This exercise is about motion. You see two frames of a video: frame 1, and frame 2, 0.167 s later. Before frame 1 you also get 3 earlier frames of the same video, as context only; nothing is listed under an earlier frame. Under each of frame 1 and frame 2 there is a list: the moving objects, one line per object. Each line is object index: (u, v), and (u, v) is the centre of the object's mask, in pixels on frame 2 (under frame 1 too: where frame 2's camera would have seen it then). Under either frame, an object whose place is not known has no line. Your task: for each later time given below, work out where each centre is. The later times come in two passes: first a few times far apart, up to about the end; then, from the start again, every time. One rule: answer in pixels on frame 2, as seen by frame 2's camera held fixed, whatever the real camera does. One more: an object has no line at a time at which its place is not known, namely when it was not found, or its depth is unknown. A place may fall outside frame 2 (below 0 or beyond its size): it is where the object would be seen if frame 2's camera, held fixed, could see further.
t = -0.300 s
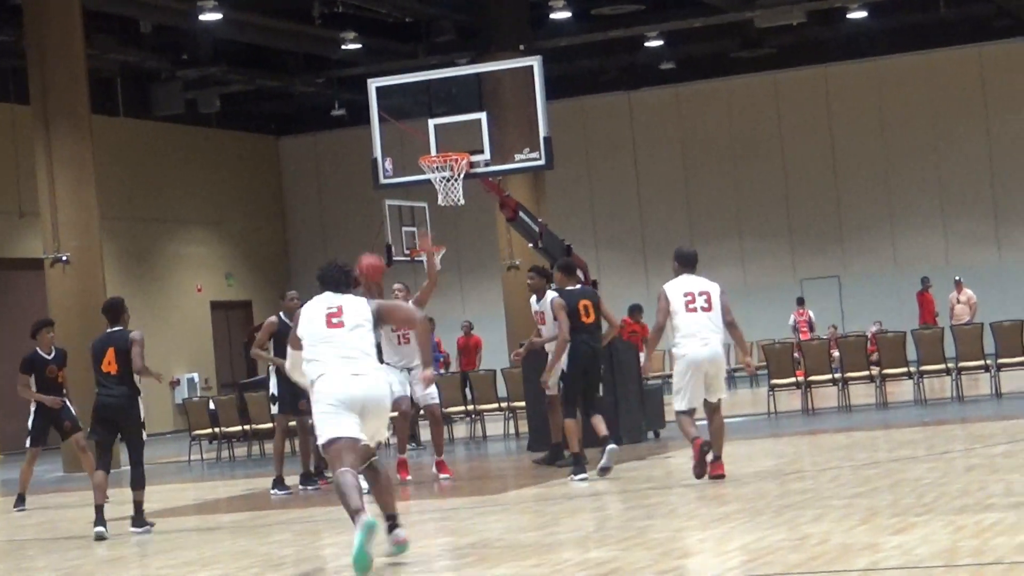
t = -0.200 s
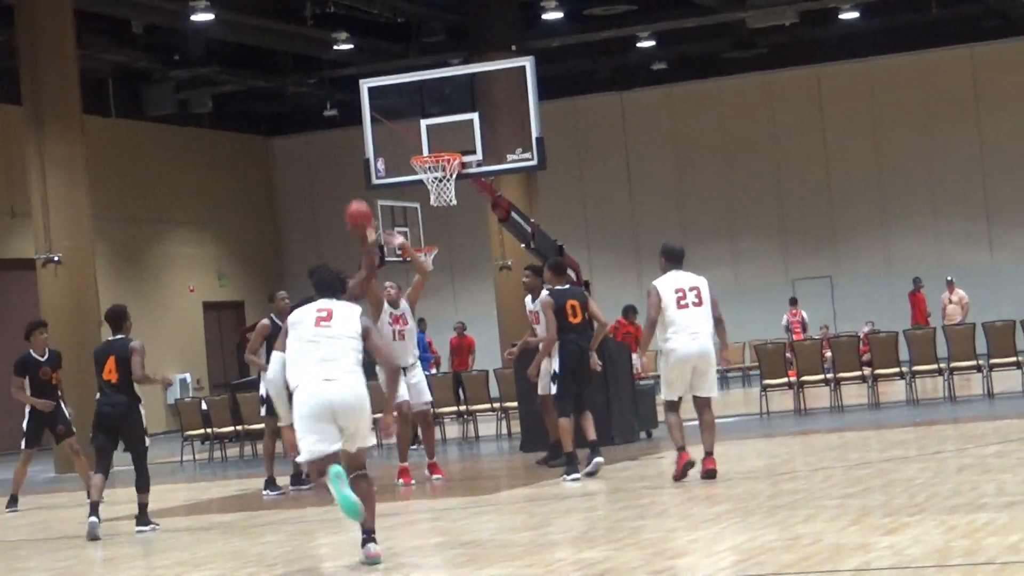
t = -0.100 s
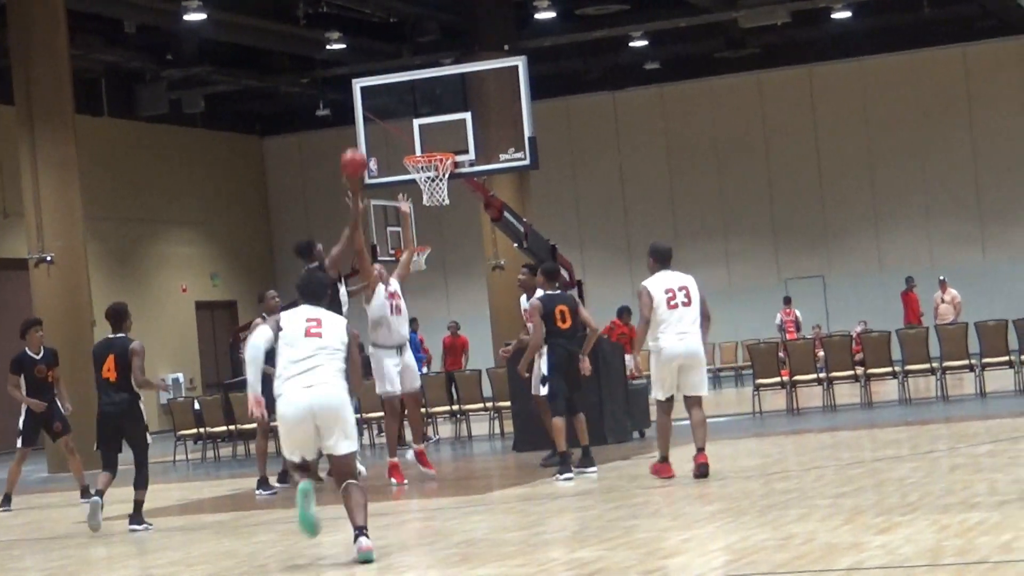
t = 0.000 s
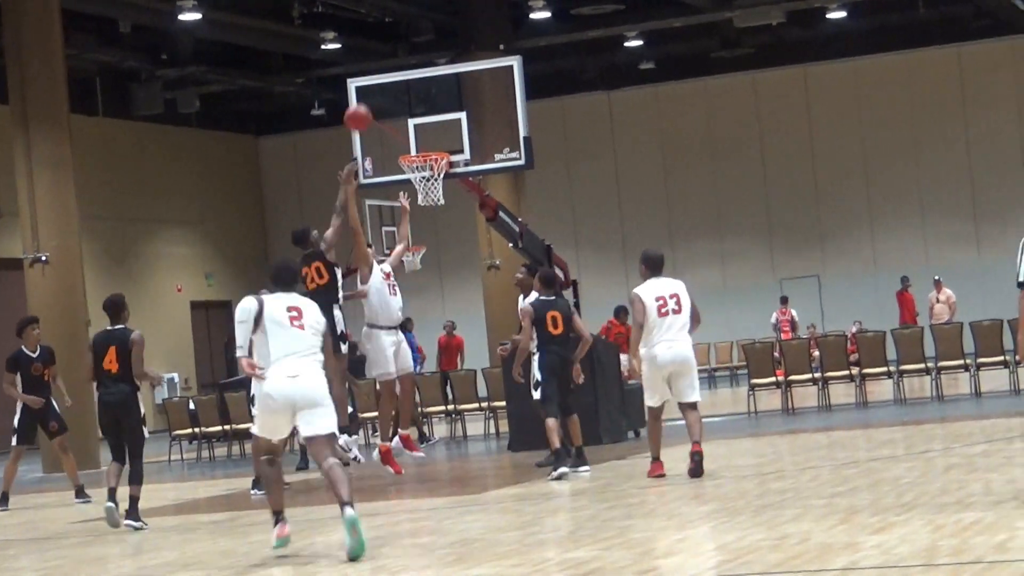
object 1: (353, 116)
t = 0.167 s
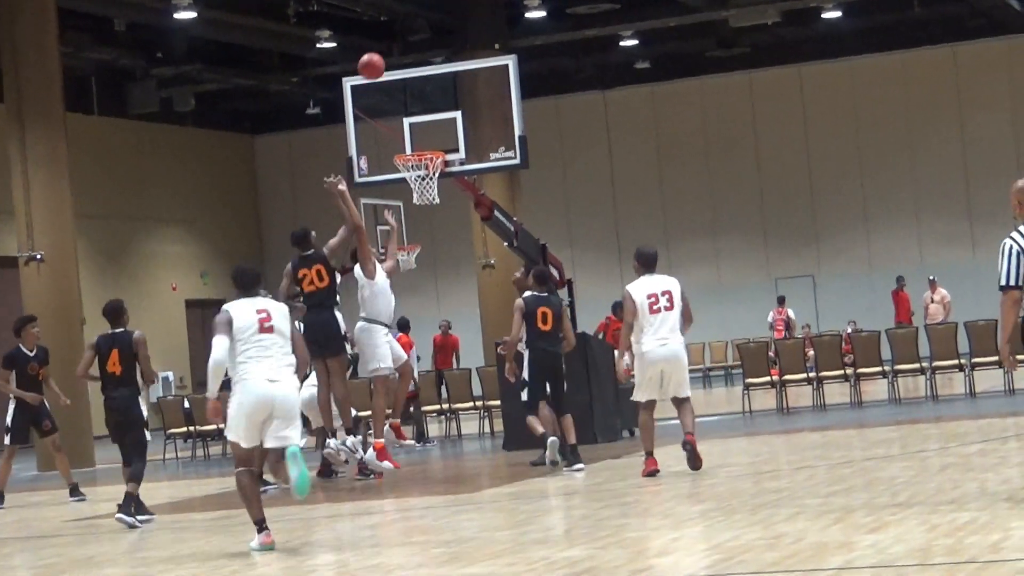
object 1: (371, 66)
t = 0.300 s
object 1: (387, 49)
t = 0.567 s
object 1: (421, 68)
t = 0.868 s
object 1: (432, 131)
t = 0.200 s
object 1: (375, 60)
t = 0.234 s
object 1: (379, 56)
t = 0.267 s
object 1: (383, 52)
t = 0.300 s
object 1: (387, 49)
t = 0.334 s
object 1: (391, 48)
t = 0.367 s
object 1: (395, 47)
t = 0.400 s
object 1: (399, 48)
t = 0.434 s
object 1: (404, 50)
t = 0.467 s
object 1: (408, 53)
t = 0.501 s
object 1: (412, 56)
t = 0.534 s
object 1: (416, 61)
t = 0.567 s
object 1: (421, 68)
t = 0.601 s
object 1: (426, 76)
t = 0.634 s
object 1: (430, 85)
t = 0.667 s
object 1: (435, 93)
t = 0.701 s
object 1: (439, 103)
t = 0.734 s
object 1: (445, 115)
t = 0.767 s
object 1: (445, 126)
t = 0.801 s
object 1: (442, 136)
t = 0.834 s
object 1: (438, 138)
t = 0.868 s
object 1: (432, 131)
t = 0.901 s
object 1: (426, 124)
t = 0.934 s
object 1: (419, 118)
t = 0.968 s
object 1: (412, 114)
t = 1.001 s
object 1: (406, 110)
